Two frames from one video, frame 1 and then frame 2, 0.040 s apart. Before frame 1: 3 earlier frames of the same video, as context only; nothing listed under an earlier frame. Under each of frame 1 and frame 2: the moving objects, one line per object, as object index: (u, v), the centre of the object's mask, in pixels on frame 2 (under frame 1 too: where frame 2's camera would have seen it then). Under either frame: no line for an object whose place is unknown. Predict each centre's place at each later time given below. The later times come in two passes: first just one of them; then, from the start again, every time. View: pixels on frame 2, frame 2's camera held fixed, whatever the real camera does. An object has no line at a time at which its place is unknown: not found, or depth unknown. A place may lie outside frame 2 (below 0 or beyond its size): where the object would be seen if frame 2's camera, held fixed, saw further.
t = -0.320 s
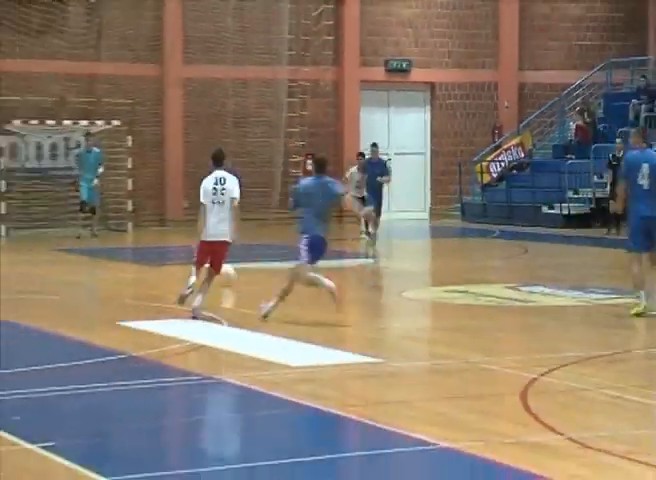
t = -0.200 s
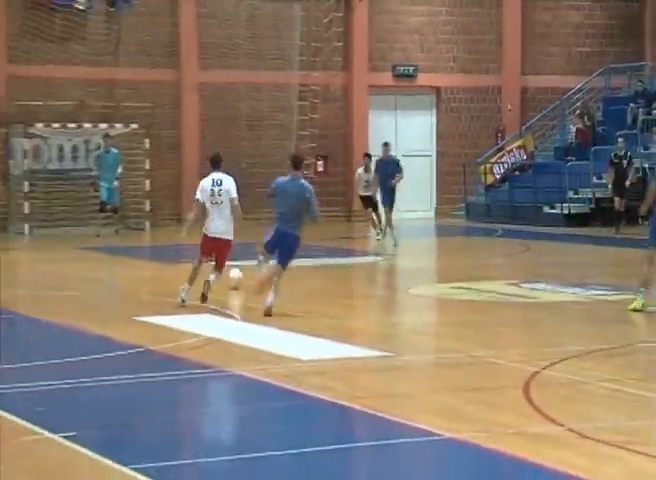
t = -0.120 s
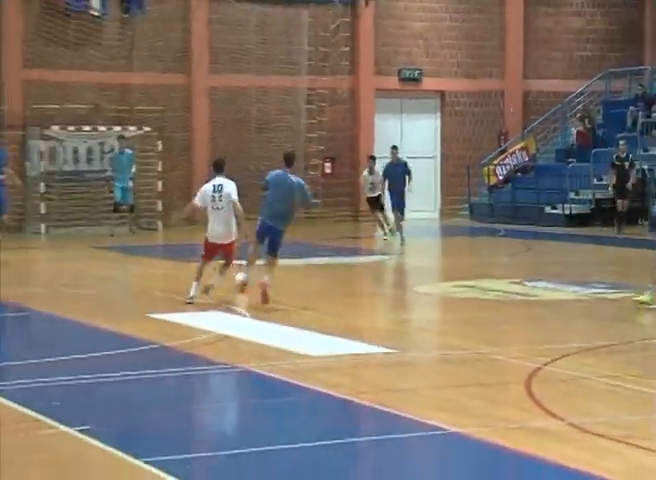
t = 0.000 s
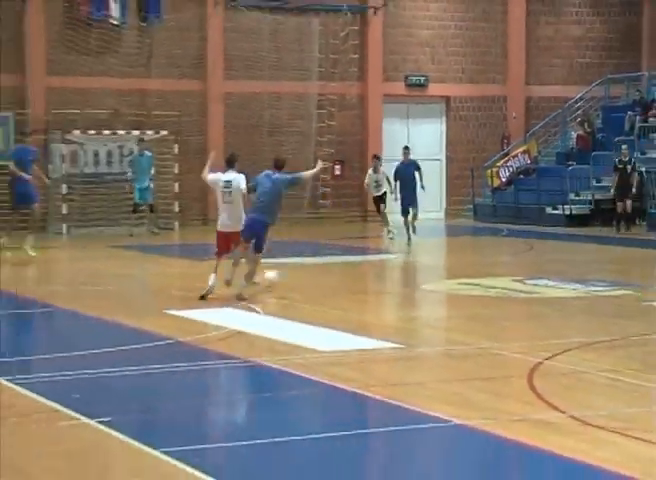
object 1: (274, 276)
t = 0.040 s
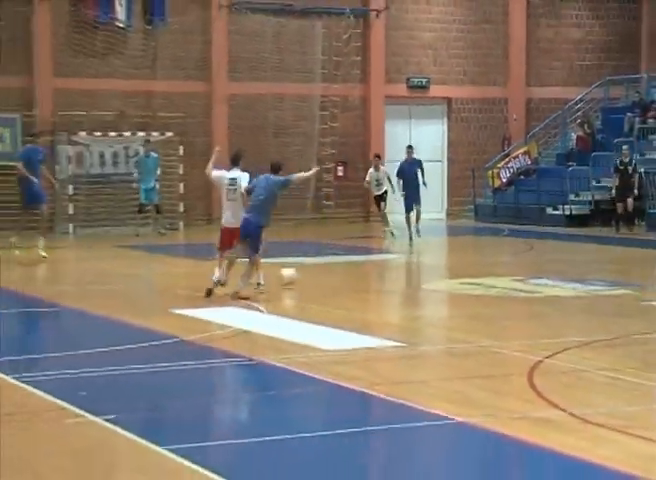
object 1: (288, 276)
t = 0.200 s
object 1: (345, 270)
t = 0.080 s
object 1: (303, 275)
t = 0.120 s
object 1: (318, 272)
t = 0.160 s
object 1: (333, 269)
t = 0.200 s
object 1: (345, 270)
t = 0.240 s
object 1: (358, 269)
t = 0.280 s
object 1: (370, 266)
